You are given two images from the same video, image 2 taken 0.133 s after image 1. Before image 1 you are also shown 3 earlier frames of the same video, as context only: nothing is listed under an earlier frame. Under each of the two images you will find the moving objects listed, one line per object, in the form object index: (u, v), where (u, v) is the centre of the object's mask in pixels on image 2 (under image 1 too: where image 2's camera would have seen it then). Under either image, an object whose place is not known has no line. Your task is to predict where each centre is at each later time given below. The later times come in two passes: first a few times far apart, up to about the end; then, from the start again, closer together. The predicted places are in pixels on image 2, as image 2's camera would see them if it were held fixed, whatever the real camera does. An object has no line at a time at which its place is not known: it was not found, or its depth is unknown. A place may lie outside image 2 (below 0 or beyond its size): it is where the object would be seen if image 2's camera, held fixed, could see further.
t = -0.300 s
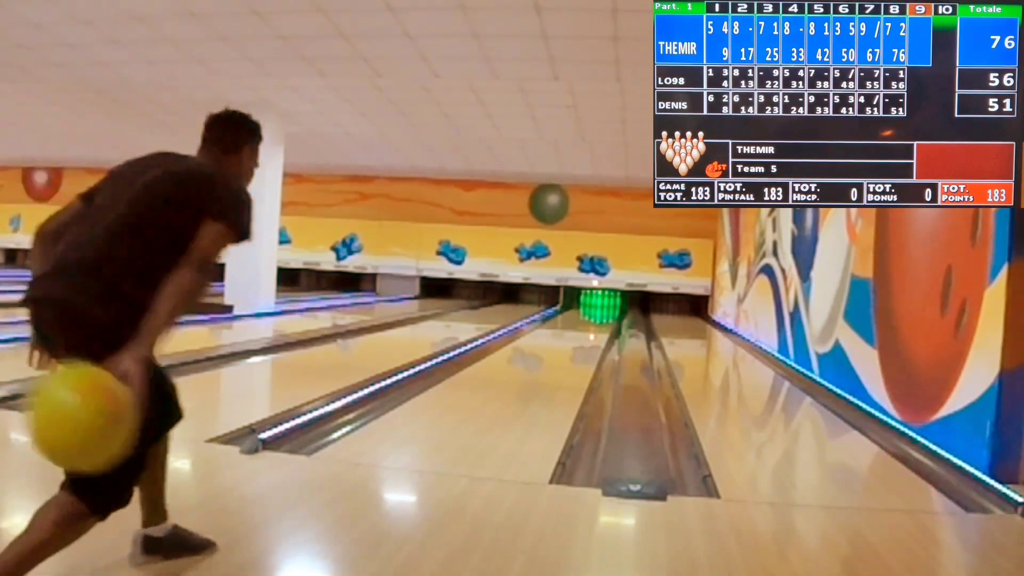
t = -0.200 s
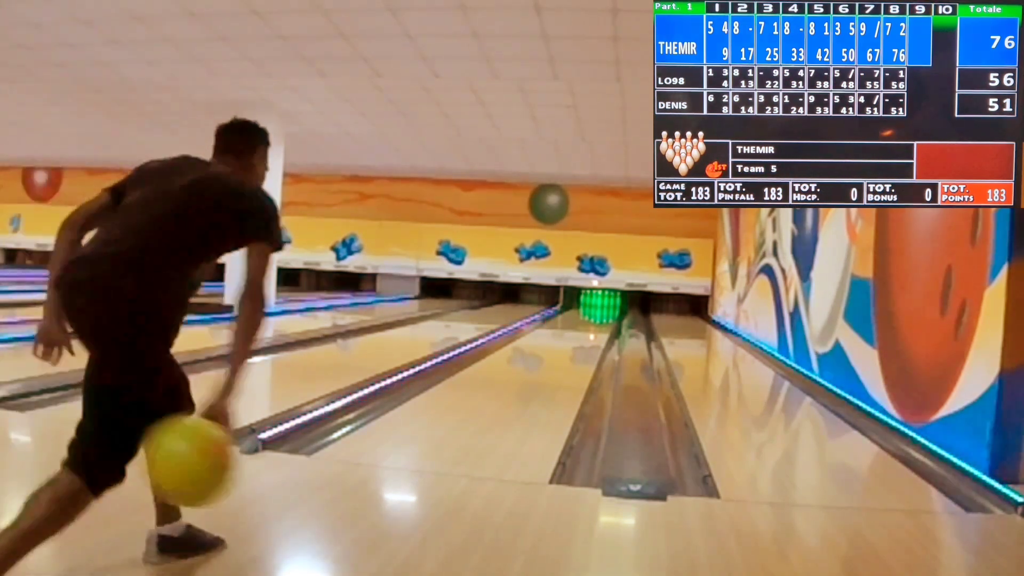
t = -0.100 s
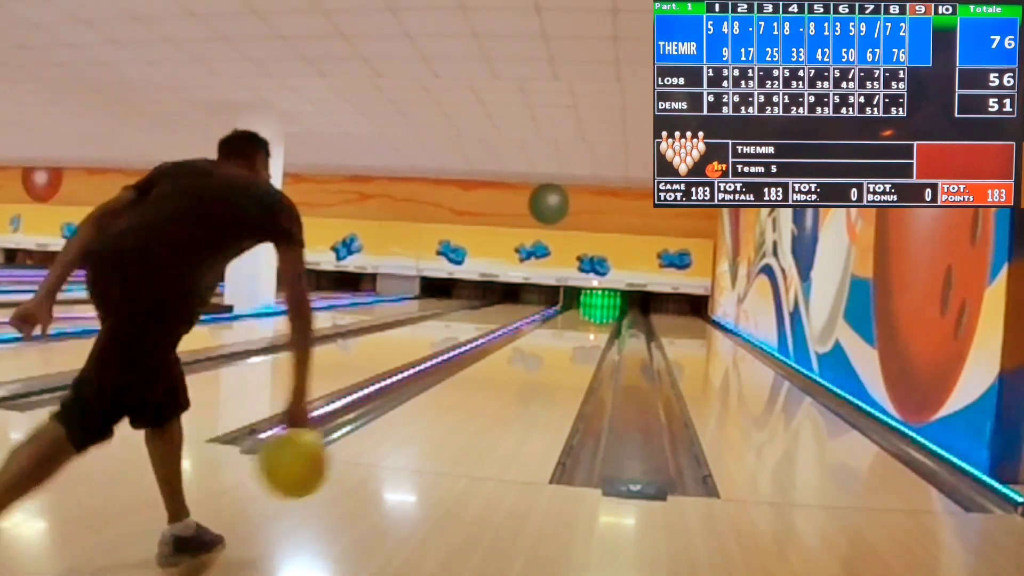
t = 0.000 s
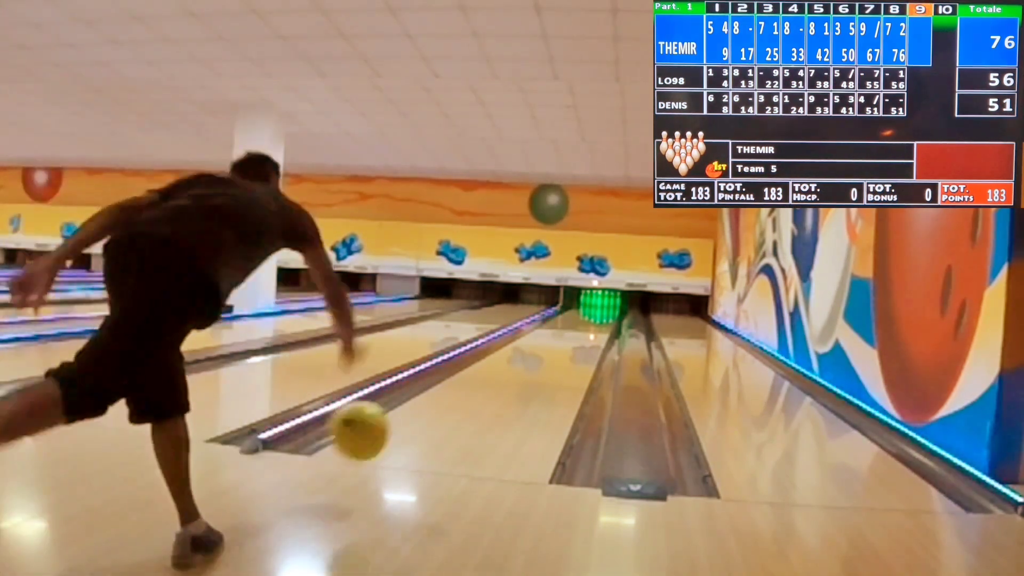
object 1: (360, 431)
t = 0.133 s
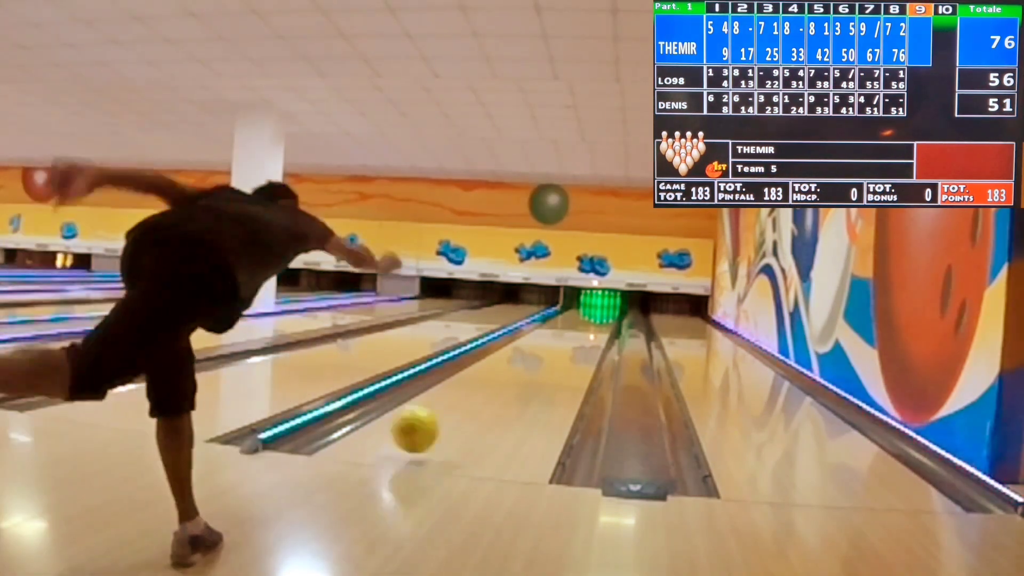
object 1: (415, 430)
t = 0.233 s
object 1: (445, 413)
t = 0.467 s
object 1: (490, 383)
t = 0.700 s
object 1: (518, 363)
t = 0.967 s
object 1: (540, 348)
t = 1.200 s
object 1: (553, 338)
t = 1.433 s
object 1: (562, 330)
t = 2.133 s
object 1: (582, 317)
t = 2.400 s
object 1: (585, 314)
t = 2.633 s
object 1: (588, 316)
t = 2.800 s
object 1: (590, 315)
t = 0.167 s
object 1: (426, 429)
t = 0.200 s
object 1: (436, 420)
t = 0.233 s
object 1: (445, 413)
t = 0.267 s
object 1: (453, 410)
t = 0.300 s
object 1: (461, 404)
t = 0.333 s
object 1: (467, 399)
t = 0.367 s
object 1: (473, 395)
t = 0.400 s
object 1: (479, 391)
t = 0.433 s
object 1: (485, 386)
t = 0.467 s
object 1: (490, 383)
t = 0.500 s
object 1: (495, 379)
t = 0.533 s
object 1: (500, 376)
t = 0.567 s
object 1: (504, 373)
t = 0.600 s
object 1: (508, 370)
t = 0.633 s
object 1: (511, 367)
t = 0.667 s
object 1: (515, 365)
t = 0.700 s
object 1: (518, 363)
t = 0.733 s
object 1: (522, 361)
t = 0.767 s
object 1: (524, 359)
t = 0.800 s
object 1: (528, 357)
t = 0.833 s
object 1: (530, 355)
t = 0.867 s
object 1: (533, 353)
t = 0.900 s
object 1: (535, 352)
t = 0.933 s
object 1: (538, 350)
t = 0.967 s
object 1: (540, 348)
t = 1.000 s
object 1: (542, 347)
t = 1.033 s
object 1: (544, 345)
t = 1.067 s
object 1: (545, 344)
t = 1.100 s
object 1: (547, 342)
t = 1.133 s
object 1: (549, 341)
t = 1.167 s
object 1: (552, 340)
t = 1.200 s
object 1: (553, 338)
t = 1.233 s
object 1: (554, 337)
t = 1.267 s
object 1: (556, 335)
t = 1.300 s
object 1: (557, 334)
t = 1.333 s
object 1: (558, 333)
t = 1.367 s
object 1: (559, 332)
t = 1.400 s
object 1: (561, 331)
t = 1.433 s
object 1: (562, 330)
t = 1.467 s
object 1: (563, 329)
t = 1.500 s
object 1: (565, 328)
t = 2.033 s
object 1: (578, 317)
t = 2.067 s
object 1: (580, 316)
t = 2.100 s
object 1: (581, 316)
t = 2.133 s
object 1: (582, 317)
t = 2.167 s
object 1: (582, 317)
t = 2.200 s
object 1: (583, 316)
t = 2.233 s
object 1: (582, 316)
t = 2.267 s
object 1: (583, 316)
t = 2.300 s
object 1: (584, 315)
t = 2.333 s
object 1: (584, 315)
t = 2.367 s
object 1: (585, 316)
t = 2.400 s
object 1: (585, 314)
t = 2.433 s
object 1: (586, 315)
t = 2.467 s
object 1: (586, 315)
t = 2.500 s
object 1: (586, 315)
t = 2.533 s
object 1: (587, 314)
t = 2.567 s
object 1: (587, 315)
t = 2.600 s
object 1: (587, 315)
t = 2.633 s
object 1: (588, 316)
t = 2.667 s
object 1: (588, 317)
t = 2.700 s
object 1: (589, 317)
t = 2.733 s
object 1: (590, 317)
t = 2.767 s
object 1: (589, 315)
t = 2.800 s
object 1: (590, 315)
